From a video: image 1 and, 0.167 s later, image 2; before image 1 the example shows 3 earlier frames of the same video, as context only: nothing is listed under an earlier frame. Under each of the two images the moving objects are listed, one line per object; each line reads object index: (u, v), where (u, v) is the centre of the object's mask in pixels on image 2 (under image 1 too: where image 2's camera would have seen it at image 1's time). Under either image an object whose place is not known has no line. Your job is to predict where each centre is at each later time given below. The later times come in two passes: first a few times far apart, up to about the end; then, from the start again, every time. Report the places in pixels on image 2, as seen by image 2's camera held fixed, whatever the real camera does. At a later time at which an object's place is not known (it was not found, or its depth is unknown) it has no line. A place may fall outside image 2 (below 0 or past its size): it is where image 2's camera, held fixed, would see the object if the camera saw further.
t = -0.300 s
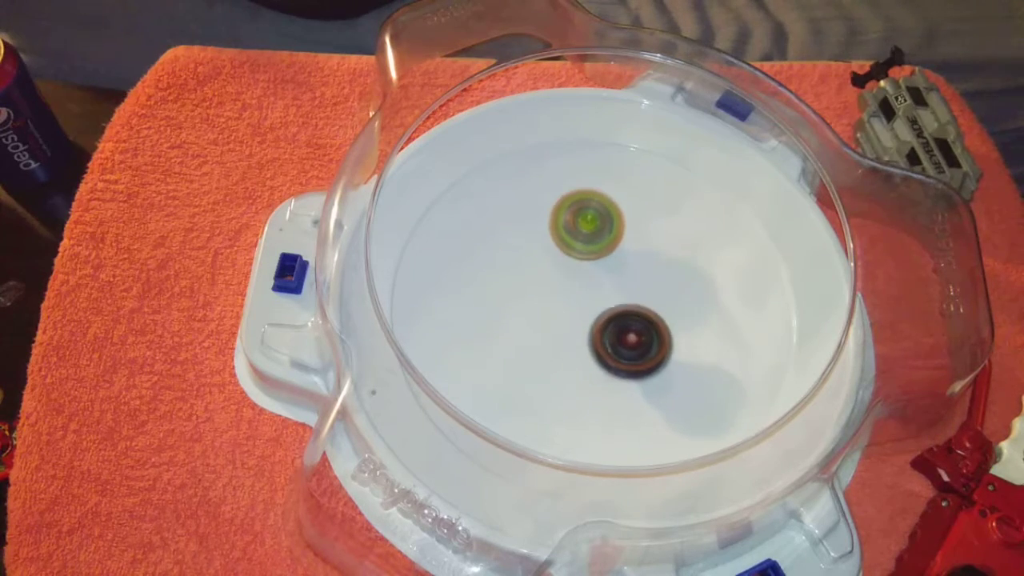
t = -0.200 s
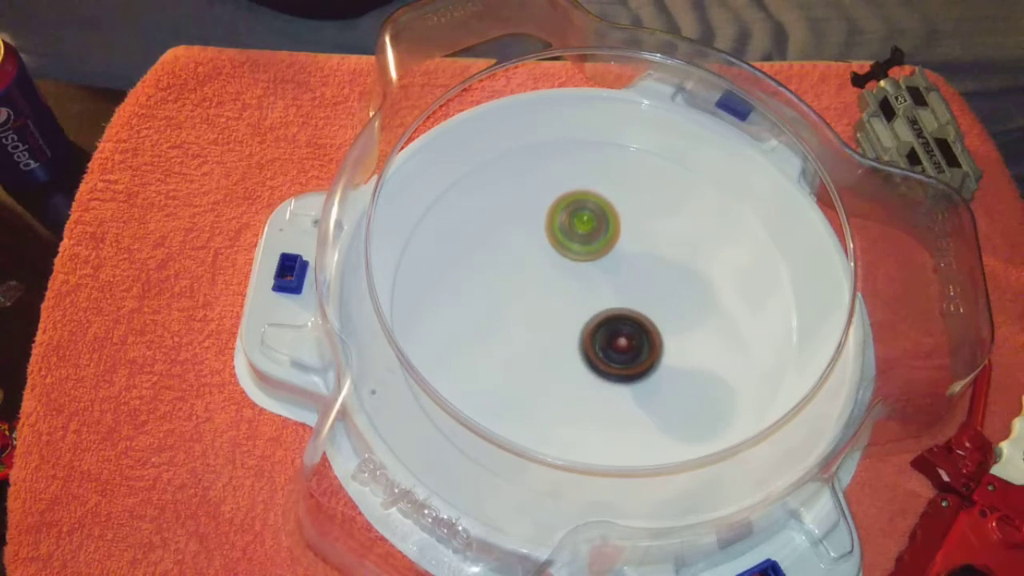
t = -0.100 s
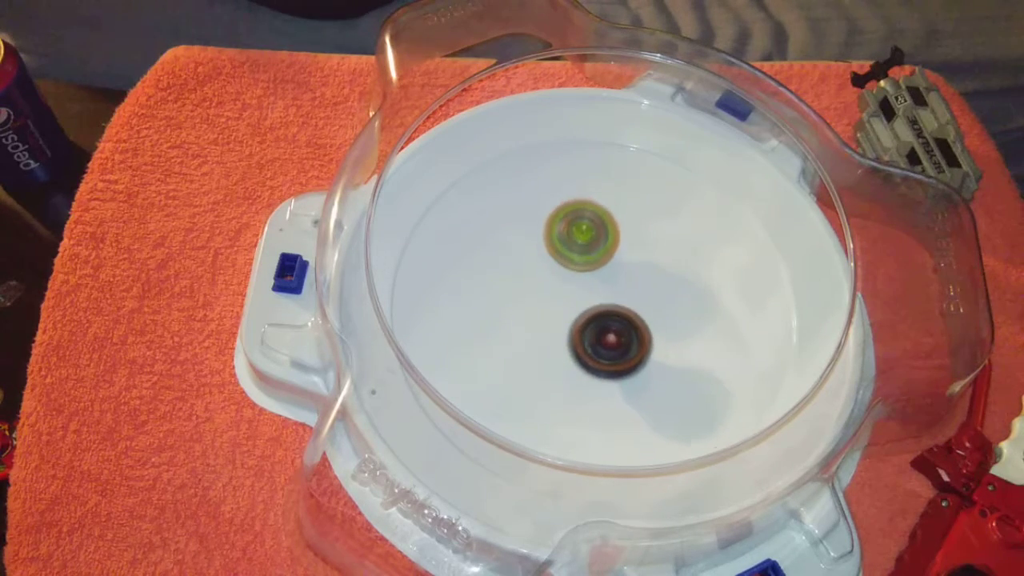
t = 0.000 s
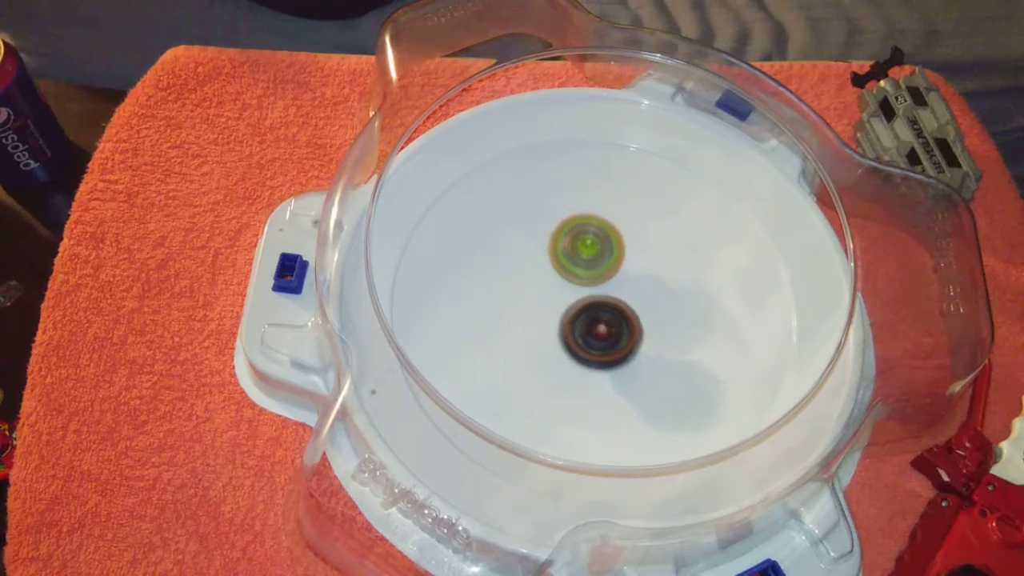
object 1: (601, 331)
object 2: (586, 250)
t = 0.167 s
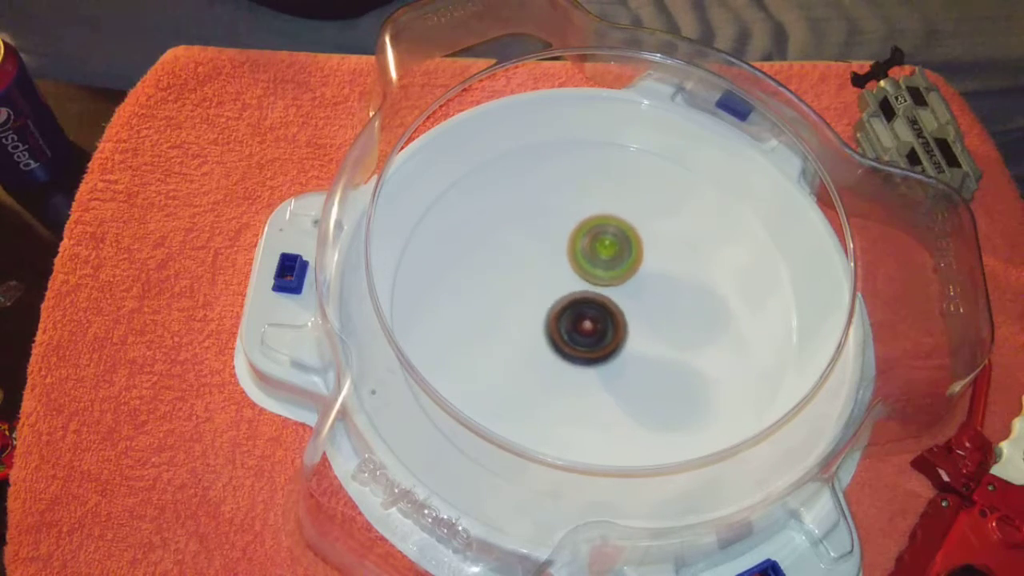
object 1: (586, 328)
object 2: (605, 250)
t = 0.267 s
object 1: (580, 320)
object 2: (613, 256)
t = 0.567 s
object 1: (567, 297)
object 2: (642, 266)
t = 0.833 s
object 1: (574, 282)
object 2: (658, 283)
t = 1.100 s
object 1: (577, 274)
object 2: (661, 305)
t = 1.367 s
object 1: (586, 274)
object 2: (649, 332)
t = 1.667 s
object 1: (593, 279)
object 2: (638, 359)
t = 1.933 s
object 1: (583, 263)
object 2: (635, 369)
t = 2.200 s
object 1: (583, 253)
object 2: (606, 340)
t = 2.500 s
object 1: (598, 243)
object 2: (566, 335)
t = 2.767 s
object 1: (610, 267)
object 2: (547, 316)
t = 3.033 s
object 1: (653, 284)
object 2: (519, 325)
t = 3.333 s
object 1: (645, 317)
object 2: (552, 298)
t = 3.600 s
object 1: (647, 353)
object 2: (544, 248)
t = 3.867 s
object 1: (623, 353)
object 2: (561, 254)
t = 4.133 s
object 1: (596, 322)
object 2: (607, 246)
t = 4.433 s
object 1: (584, 298)
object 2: (640, 235)
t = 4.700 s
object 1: (583, 293)
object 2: (652, 255)
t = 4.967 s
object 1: (549, 319)
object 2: (678, 270)
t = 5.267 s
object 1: (544, 325)
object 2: (660, 317)
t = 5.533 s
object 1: (557, 312)
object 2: (654, 352)
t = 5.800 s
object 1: (582, 291)
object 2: (633, 357)
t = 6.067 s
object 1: (606, 263)
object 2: (608, 354)
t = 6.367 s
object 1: (620, 260)
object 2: (569, 323)
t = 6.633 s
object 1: (628, 270)
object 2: (532, 303)
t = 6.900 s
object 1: (621, 289)
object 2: (526, 286)
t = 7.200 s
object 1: (613, 316)
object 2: (544, 261)
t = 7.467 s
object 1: (604, 328)
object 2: (578, 253)
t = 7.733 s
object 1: (594, 330)
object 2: (620, 248)
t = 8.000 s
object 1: (589, 321)
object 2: (641, 259)
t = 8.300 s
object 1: (578, 307)
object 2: (660, 280)
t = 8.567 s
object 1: (556, 289)
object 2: (675, 300)
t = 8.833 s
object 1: (555, 278)
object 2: (649, 327)
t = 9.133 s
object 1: (565, 260)
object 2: (617, 352)
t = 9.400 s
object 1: (582, 257)
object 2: (584, 350)
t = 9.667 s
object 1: (606, 270)
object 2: (555, 332)
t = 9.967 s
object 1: (630, 289)
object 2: (547, 299)
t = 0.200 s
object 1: (583, 325)
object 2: (608, 252)
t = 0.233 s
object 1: (581, 323)
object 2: (610, 254)
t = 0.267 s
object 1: (580, 320)
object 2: (613, 256)
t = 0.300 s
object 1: (577, 319)
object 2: (617, 257)
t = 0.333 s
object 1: (574, 317)
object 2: (622, 257)
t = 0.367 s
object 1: (572, 314)
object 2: (626, 258)
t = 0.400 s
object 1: (570, 311)
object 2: (629, 259)
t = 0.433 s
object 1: (569, 308)
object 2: (632, 261)
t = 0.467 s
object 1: (569, 305)
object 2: (635, 262)
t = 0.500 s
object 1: (569, 302)
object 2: (637, 264)
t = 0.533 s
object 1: (568, 299)
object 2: (640, 265)
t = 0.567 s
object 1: (567, 297)
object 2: (642, 266)
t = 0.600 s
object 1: (567, 294)
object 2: (644, 268)
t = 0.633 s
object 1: (568, 292)
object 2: (646, 270)
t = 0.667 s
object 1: (568, 290)
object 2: (648, 271)
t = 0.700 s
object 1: (568, 288)
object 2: (651, 273)
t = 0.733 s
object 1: (569, 286)
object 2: (653, 275)
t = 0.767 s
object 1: (570, 285)
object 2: (655, 278)
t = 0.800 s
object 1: (572, 283)
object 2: (657, 280)
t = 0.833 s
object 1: (574, 282)
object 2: (658, 283)
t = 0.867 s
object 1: (576, 281)
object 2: (659, 286)
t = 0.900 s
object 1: (575, 280)
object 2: (662, 288)
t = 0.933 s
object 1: (574, 279)
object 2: (663, 291)
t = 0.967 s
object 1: (575, 278)
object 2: (664, 293)
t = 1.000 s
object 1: (576, 277)
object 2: (663, 295)
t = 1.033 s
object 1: (577, 276)
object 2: (661, 298)
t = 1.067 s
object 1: (578, 276)
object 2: (660, 301)
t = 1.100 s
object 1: (577, 274)
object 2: (661, 305)
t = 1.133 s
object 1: (577, 273)
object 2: (662, 308)
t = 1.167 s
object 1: (578, 272)
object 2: (661, 312)
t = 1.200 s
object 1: (578, 271)
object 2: (660, 315)
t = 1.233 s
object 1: (579, 271)
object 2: (658, 319)
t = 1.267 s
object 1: (581, 272)
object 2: (656, 322)
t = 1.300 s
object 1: (583, 272)
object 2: (654, 325)
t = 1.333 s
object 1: (584, 273)
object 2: (651, 328)
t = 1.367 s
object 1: (586, 274)
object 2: (649, 332)
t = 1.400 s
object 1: (588, 276)
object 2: (646, 335)
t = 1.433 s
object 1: (589, 276)
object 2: (644, 339)
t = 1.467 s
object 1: (589, 275)
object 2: (643, 344)
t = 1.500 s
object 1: (589, 275)
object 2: (643, 348)
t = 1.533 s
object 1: (589, 275)
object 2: (643, 351)
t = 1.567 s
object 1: (590, 275)
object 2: (642, 354)
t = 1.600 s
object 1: (591, 276)
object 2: (641, 357)
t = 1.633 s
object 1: (592, 277)
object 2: (640, 358)
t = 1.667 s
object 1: (593, 279)
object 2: (638, 359)
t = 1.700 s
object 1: (594, 281)
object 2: (636, 359)
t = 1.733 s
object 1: (595, 283)
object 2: (633, 359)
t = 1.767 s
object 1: (595, 285)
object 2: (631, 358)
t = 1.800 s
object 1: (593, 283)
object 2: (632, 362)
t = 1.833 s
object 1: (588, 276)
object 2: (634, 368)
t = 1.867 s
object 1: (585, 270)
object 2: (635, 370)
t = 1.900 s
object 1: (583, 266)
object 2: (635, 370)
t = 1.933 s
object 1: (583, 263)
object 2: (635, 369)
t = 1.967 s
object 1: (582, 261)
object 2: (633, 367)
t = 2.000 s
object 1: (582, 258)
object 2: (631, 364)
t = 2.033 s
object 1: (581, 257)
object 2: (629, 361)
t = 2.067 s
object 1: (581, 255)
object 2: (625, 357)
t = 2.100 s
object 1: (581, 254)
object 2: (621, 353)
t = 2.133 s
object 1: (582, 253)
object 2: (616, 349)
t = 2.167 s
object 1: (582, 253)
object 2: (611, 345)
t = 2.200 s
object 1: (583, 253)
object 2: (606, 340)
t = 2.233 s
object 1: (584, 254)
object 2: (601, 336)
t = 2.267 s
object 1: (585, 254)
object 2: (595, 332)
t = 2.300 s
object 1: (585, 251)
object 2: (590, 333)
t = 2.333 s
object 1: (587, 246)
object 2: (584, 336)
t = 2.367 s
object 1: (589, 244)
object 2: (580, 338)
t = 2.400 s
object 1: (591, 243)
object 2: (576, 338)
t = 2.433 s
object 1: (594, 242)
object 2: (572, 337)
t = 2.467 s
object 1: (596, 242)
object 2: (569, 336)
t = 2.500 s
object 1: (598, 243)
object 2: (566, 335)
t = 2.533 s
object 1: (600, 244)
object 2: (563, 333)
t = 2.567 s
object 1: (602, 246)
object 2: (561, 331)
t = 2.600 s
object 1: (604, 249)
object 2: (558, 329)
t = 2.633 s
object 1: (606, 252)
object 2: (556, 326)
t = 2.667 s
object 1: (607, 255)
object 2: (553, 324)
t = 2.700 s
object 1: (608, 259)
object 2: (551, 321)
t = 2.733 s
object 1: (609, 263)
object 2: (549, 318)
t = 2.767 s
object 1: (610, 267)
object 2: (547, 316)
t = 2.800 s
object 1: (620, 264)
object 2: (534, 320)
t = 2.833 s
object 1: (630, 264)
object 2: (525, 323)
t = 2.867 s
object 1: (637, 266)
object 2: (519, 325)
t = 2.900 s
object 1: (642, 269)
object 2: (516, 326)
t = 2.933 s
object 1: (646, 272)
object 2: (516, 326)
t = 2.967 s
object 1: (649, 276)
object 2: (516, 327)
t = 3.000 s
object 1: (651, 280)
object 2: (517, 326)
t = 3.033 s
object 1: (653, 284)
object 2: (519, 325)
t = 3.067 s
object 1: (654, 288)
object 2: (522, 324)
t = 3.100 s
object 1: (655, 292)
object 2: (526, 322)
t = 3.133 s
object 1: (655, 296)
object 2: (529, 319)
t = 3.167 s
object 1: (655, 300)
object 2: (533, 317)
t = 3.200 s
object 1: (654, 303)
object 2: (536, 314)
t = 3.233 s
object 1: (653, 307)
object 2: (540, 310)
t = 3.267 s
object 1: (651, 311)
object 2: (544, 306)
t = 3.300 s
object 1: (648, 314)
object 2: (548, 302)
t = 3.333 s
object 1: (645, 317)
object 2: (552, 298)
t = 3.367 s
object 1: (642, 320)
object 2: (556, 292)
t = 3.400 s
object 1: (638, 322)
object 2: (560, 287)
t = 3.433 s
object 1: (635, 325)
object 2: (563, 282)
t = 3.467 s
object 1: (642, 333)
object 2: (557, 271)
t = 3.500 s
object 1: (647, 340)
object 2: (551, 262)
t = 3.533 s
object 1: (649, 345)
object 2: (548, 255)
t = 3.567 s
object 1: (649, 350)
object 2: (546, 251)
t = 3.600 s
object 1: (647, 353)
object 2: (544, 248)
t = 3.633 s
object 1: (645, 356)
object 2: (544, 246)
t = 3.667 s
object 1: (643, 357)
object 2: (545, 245)
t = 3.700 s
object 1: (640, 358)
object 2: (546, 246)
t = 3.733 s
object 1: (637, 358)
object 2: (547, 248)
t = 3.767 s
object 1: (634, 358)
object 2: (549, 250)
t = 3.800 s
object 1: (631, 357)
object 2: (552, 251)
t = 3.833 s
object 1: (627, 355)
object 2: (556, 253)
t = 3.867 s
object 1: (623, 353)
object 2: (561, 254)
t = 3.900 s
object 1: (619, 350)
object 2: (566, 254)
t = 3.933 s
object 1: (615, 346)
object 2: (572, 254)
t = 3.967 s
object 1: (612, 342)
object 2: (578, 253)
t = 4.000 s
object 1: (608, 338)
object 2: (584, 253)
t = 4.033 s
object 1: (605, 333)
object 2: (590, 252)
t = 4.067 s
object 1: (602, 328)
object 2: (596, 252)
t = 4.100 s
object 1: (599, 323)
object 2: (601, 251)
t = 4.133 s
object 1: (596, 322)
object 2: (607, 246)
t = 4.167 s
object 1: (594, 321)
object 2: (612, 242)
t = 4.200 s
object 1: (591, 319)
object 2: (616, 239)
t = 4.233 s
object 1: (589, 317)
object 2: (621, 237)
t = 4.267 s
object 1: (588, 314)
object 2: (625, 235)
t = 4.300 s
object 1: (587, 311)
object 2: (628, 234)
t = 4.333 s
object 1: (586, 308)
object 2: (632, 234)
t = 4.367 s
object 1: (585, 304)
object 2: (635, 233)
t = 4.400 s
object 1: (584, 301)
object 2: (638, 234)
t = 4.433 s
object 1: (584, 298)
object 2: (640, 235)
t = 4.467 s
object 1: (583, 295)
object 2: (642, 237)
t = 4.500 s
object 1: (583, 292)
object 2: (643, 239)
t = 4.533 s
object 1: (583, 290)
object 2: (643, 242)
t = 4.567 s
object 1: (582, 290)
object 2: (646, 244)
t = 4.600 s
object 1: (581, 290)
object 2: (648, 246)
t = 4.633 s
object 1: (581, 291)
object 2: (649, 248)
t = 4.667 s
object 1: (582, 292)
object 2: (650, 251)
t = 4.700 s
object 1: (583, 293)
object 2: (652, 255)
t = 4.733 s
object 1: (579, 299)
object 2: (659, 255)
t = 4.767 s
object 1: (575, 303)
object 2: (665, 254)
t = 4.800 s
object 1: (571, 307)
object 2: (669, 255)
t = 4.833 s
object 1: (567, 310)
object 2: (672, 257)
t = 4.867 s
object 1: (563, 312)
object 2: (675, 260)
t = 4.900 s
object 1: (558, 315)
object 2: (676, 263)
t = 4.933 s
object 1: (553, 317)
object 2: (677, 266)
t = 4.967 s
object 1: (549, 319)
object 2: (678, 270)
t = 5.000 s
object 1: (545, 320)
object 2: (678, 274)
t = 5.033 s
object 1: (543, 321)
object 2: (677, 278)
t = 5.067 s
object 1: (541, 322)
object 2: (675, 283)
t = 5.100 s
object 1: (540, 323)
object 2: (673, 288)
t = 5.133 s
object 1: (540, 324)
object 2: (671, 293)
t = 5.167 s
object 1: (540, 324)
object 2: (668, 299)
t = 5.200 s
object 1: (541, 324)
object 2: (665, 305)
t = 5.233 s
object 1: (542, 324)
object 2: (662, 311)
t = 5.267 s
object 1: (544, 325)
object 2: (660, 317)
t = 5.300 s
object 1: (547, 325)
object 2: (657, 322)
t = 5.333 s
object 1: (550, 324)
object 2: (654, 327)
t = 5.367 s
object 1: (553, 324)
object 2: (651, 332)
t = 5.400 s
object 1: (557, 323)
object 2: (648, 337)
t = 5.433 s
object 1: (560, 322)
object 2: (645, 341)
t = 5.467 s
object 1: (557, 319)
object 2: (650, 346)
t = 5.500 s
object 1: (555, 316)
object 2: (653, 350)
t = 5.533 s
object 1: (557, 312)
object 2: (654, 352)
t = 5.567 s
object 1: (558, 309)
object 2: (654, 354)
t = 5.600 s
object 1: (561, 307)
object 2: (653, 355)
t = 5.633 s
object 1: (564, 304)
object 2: (651, 357)
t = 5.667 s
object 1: (567, 301)
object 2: (648, 357)
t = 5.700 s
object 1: (570, 299)
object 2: (645, 358)
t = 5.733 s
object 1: (575, 296)
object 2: (641, 357)
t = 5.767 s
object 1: (579, 294)
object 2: (637, 357)
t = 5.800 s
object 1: (582, 291)
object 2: (633, 357)
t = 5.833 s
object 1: (584, 285)
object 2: (631, 360)
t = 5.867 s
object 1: (587, 280)
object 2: (629, 362)
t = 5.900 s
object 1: (590, 277)
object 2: (626, 362)
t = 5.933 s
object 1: (593, 273)
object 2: (623, 361)
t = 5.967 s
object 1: (597, 270)
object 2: (620, 360)
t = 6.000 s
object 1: (600, 267)
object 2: (616, 358)
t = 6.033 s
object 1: (603, 265)
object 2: (612, 356)
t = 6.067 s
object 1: (606, 263)
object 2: (608, 354)
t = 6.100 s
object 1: (608, 262)
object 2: (604, 351)
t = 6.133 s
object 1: (611, 260)
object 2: (599, 348)
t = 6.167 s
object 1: (613, 259)
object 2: (595, 345)
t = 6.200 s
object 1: (615, 259)
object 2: (591, 341)
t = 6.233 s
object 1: (616, 259)
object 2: (586, 338)
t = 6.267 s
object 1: (618, 259)
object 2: (582, 334)
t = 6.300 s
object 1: (619, 259)
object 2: (578, 331)
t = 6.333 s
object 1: (619, 259)
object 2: (574, 327)
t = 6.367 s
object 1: (620, 260)
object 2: (569, 323)
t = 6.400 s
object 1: (620, 262)
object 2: (565, 320)
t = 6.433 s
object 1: (620, 263)
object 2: (562, 316)
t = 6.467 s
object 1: (620, 264)
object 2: (557, 312)
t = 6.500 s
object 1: (623, 264)
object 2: (550, 311)
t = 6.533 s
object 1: (625, 265)
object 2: (544, 310)
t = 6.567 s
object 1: (626, 266)
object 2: (540, 308)
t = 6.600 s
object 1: (627, 268)
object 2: (536, 306)
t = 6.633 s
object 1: (628, 270)
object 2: (532, 303)
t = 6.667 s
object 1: (628, 271)
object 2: (529, 301)
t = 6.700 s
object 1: (628, 274)
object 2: (527, 299)
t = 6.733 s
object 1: (628, 276)
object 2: (525, 297)
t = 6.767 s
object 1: (626, 279)
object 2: (524, 295)
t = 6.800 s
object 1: (625, 281)
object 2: (523, 293)
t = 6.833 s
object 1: (624, 284)
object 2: (524, 291)
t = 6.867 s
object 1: (623, 286)
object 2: (525, 288)
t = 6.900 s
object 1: (621, 289)
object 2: (526, 286)
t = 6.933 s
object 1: (619, 291)
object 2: (528, 283)
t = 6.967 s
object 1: (617, 294)
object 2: (531, 280)
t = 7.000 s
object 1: (615, 297)
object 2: (533, 278)
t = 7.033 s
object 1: (615, 300)
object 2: (535, 275)
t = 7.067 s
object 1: (616, 304)
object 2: (535, 271)
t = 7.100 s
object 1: (615, 307)
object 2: (537, 268)
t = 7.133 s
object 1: (615, 310)
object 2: (539, 266)
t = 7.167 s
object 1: (614, 313)
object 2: (541, 263)
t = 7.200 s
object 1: (613, 316)
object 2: (544, 261)
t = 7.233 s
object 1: (612, 318)
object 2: (547, 259)
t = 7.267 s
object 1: (612, 320)
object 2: (551, 258)
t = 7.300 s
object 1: (611, 322)
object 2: (554, 256)
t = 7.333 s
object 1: (609, 323)
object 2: (558, 255)
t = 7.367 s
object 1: (608, 325)
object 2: (563, 254)
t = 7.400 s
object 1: (607, 326)
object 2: (567, 254)
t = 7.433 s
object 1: (606, 327)
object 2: (572, 253)
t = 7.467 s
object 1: (604, 328)
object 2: (578, 253)
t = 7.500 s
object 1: (603, 328)
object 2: (583, 253)
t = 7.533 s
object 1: (602, 328)
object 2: (588, 253)
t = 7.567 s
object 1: (601, 328)
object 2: (594, 253)
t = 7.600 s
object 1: (600, 327)
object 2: (600, 253)
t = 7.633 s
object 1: (599, 326)
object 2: (605, 254)
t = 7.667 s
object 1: (598, 327)
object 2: (610, 253)
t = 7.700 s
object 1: (596, 330)
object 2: (615, 250)
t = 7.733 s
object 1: (594, 330)
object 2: (620, 248)
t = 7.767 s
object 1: (593, 331)
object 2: (623, 248)
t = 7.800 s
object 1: (591, 331)
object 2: (627, 248)
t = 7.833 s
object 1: (590, 330)
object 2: (630, 249)
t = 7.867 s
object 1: (589, 329)
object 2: (633, 250)
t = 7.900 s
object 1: (589, 327)
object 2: (635, 252)
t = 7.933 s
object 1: (589, 326)
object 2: (638, 254)
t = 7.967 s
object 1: (589, 323)
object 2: (640, 256)
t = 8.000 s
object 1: (589, 321)
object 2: (641, 259)
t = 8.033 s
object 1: (589, 319)
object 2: (643, 262)
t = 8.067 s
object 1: (589, 317)
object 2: (645, 266)
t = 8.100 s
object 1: (586, 317)
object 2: (649, 267)
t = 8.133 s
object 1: (583, 317)
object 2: (652, 268)
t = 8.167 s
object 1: (582, 315)
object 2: (655, 270)
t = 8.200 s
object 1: (580, 314)
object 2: (656, 272)
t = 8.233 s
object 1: (580, 312)
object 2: (658, 274)
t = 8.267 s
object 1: (579, 310)
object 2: (659, 277)
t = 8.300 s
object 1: (578, 307)
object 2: (660, 280)
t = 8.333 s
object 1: (578, 305)
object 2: (660, 283)
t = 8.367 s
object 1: (579, 303)
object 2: (660, 286)
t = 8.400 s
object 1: (578, 300)
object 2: (660, 289)
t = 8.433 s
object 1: (571, 299)
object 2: (667, 291)
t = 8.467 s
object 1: (565, 297)
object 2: (672, 293)
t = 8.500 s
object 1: (561, 294)
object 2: (675, 295)
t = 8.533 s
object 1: (558, 291)
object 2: (676, 298)
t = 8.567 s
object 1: (556, 289)
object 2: (675, 300)
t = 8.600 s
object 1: (554, 287)
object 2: (674, 303)
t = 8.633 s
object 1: (553, 286)
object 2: (672, 306)
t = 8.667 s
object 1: (552, 284)
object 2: (669, 309)
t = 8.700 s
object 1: (551, 282)
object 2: (666, 313)
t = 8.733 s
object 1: (552, 281)
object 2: (662, 317)
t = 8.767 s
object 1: (552, 280)
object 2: (658, 321)
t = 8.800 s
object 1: (553, 279)
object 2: (653, 325)
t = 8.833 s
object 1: (555, 278)
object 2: (649, 327)
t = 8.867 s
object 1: (557, 277)
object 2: (644, 330)
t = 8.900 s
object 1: (559, 277)
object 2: (638, 331)
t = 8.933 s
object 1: (562, 277)
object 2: (633, 333)
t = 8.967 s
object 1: (565, 277)
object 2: (627, 335)
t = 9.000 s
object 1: (566, 276)
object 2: (624, 338)
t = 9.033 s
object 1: (564, 270)
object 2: (624, 344)
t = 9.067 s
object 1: (563, 265)
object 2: (623, 348)
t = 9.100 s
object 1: (564, 262)
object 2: (620, 351)
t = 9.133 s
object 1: (565, 260)
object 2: (617, 352)
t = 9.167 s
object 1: (566, 258)
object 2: (613, 353)
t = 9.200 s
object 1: (568, 256)
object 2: (610, 354)
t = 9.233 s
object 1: (570, 255)
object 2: (606, 355)
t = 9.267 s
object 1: (573, 255)
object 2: (601, 354)
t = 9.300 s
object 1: (575, 255)
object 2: (597, 354)
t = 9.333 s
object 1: (577, 256)
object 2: (592, 353)
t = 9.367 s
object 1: (580, 256)
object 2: (588, 352)
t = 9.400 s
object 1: (582, 257)
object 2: (584, 350)
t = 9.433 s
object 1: (585, 259)
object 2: (580, 348)
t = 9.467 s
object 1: (587, 261)
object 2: (576, 345)
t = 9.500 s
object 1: (590, 263)
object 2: (572, 343)
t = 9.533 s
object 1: (593, 265)
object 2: (568, 340)
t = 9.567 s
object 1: (595, 267)
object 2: (565, 337)
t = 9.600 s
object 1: (599, 268)
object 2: (562, 336)
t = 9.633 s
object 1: (603, 268)
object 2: (558, 335)
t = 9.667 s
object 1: (606, 270)
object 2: (555, 332)
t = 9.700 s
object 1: (610, 271)
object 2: (553, 329)
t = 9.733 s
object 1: (613, 273)
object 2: (550, 326)
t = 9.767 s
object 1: (616, 275)
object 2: (548, 323)
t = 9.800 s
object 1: (619, 277)
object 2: (547, 319)
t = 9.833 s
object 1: (621, 279)
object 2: (546, 316)
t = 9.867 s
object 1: (624, 282)
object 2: (546, 312)
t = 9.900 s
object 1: (626, 284)
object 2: (546, 308)
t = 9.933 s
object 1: (628, 287)
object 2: (547, 304)
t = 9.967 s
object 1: (630, 289)
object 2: (547, 299)
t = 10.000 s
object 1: (637, 291)
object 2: (541, 295)
